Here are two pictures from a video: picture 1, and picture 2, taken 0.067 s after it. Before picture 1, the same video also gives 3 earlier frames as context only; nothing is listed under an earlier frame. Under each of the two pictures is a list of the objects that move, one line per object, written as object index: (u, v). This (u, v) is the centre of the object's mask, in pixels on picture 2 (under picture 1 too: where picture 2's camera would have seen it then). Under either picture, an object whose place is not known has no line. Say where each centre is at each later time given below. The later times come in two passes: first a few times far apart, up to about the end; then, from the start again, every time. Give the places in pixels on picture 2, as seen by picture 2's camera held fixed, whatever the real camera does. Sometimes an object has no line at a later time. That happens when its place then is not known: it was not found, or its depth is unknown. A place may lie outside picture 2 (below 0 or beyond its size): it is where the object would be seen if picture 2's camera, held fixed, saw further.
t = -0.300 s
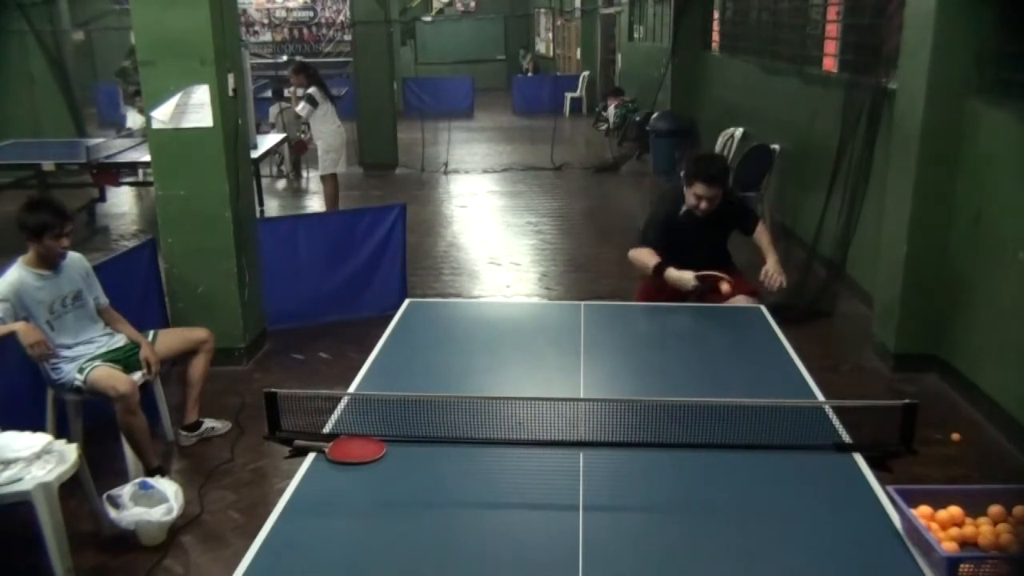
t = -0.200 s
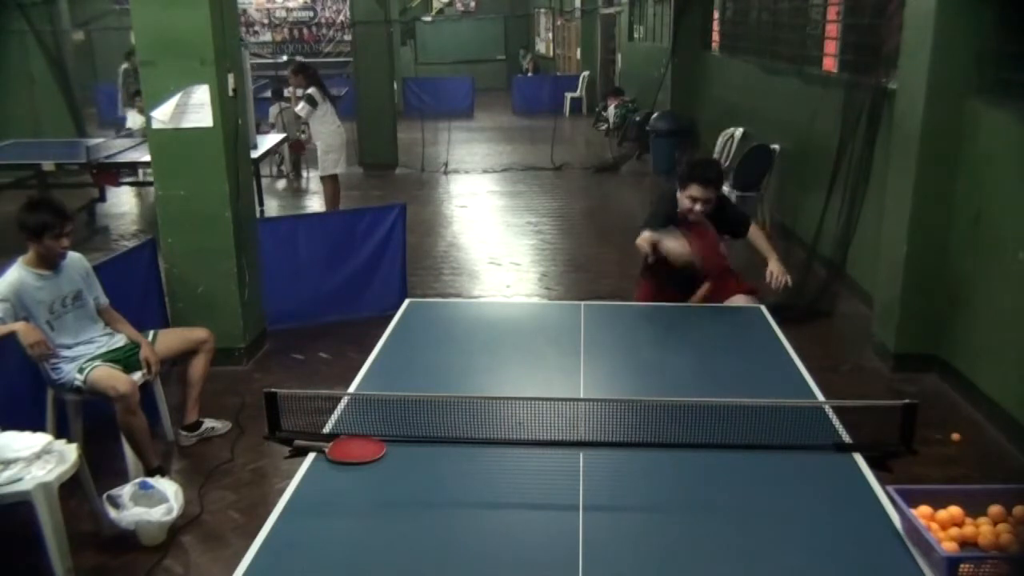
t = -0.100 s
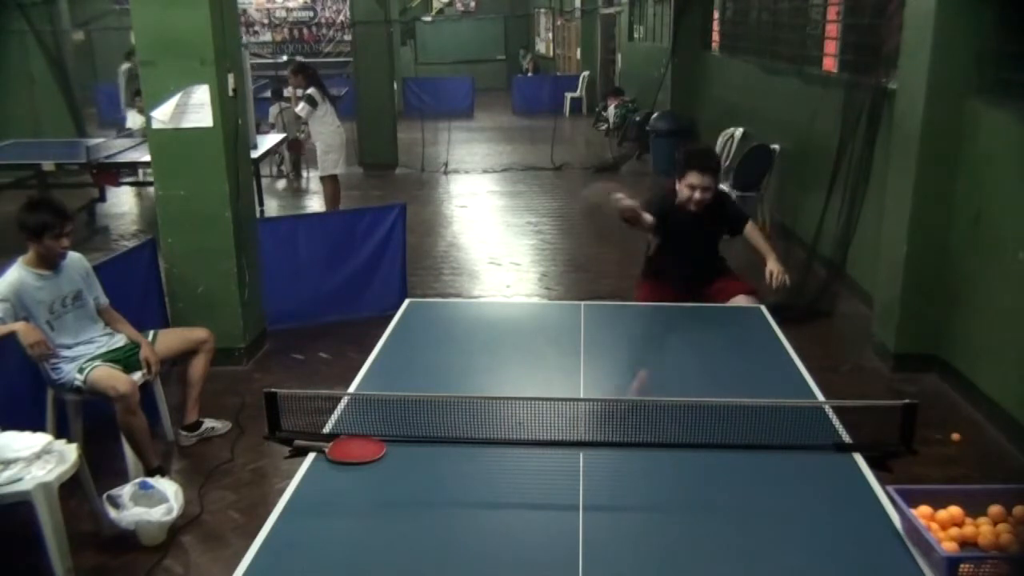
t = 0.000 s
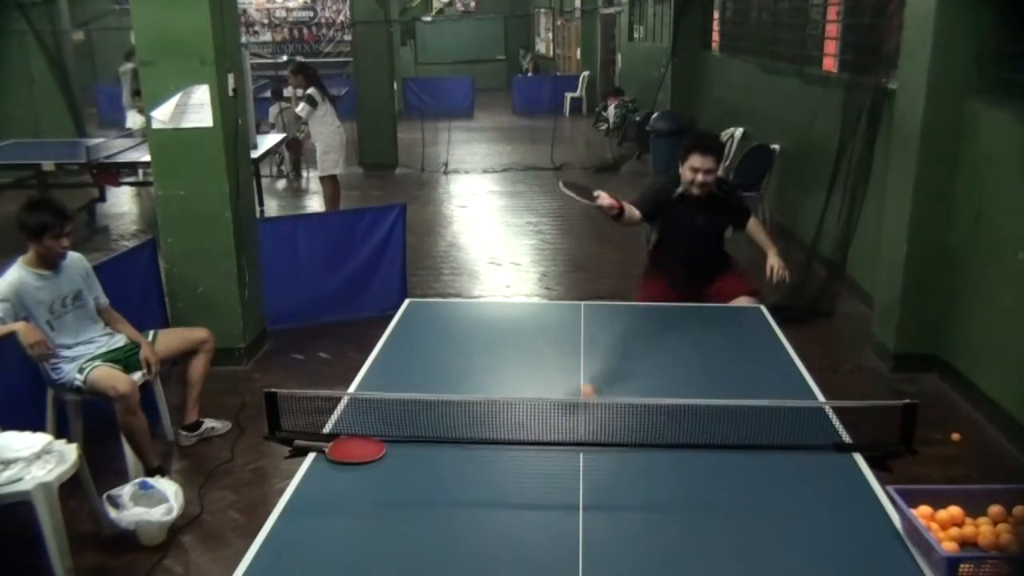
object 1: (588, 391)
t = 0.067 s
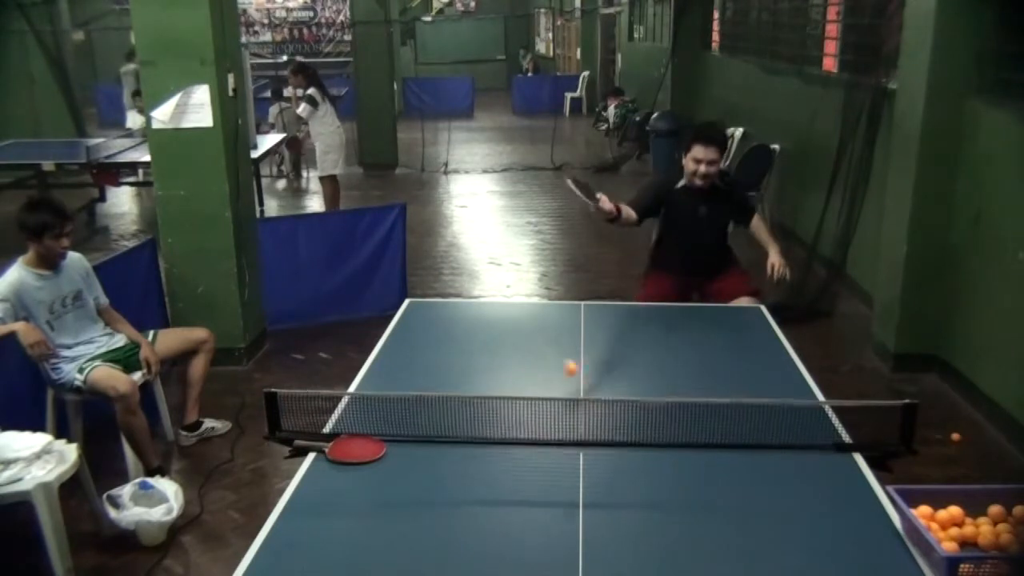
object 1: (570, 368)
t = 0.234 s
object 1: (537, 370)
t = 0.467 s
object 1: (484, 347)
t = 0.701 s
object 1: (432, 366)
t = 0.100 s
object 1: (565, 362)
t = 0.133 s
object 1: (556, 359)
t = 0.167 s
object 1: (550, 359)
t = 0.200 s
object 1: (543, 364)
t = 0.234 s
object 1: (537, 370)
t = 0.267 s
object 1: (530, 380)
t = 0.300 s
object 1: (524, 391)
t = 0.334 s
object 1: (517, 382)
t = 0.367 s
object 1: (506, 368)
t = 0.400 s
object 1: (499, 359)
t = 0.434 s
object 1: (492, 351)
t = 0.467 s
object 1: (484, 347)
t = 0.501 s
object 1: (477, 347)
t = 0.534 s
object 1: (470, 350)
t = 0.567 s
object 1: (464, 357)
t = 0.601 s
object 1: (455, 365)
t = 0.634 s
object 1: (448, 379)
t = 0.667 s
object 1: (441, 376)
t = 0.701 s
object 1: (432, 366)
